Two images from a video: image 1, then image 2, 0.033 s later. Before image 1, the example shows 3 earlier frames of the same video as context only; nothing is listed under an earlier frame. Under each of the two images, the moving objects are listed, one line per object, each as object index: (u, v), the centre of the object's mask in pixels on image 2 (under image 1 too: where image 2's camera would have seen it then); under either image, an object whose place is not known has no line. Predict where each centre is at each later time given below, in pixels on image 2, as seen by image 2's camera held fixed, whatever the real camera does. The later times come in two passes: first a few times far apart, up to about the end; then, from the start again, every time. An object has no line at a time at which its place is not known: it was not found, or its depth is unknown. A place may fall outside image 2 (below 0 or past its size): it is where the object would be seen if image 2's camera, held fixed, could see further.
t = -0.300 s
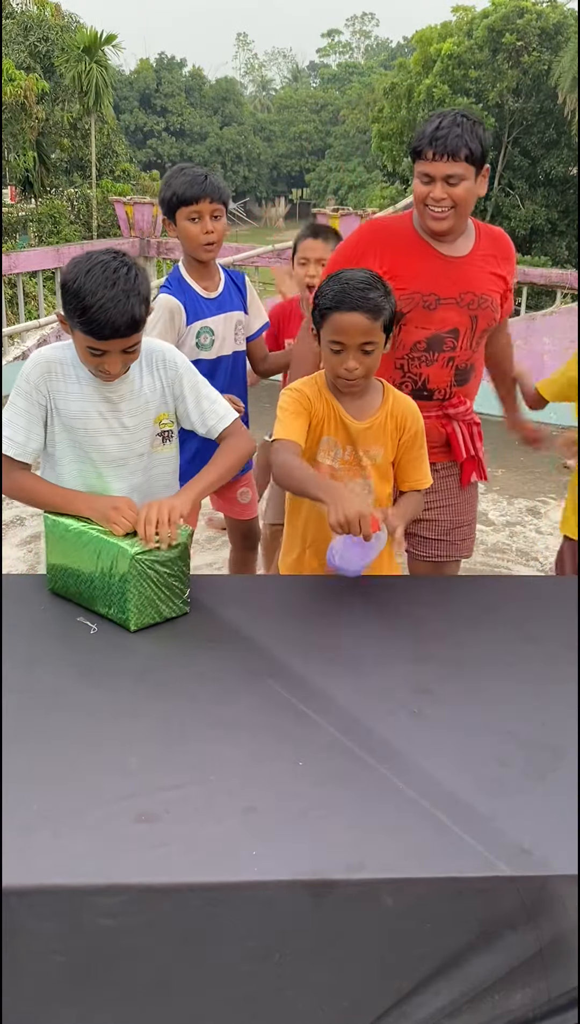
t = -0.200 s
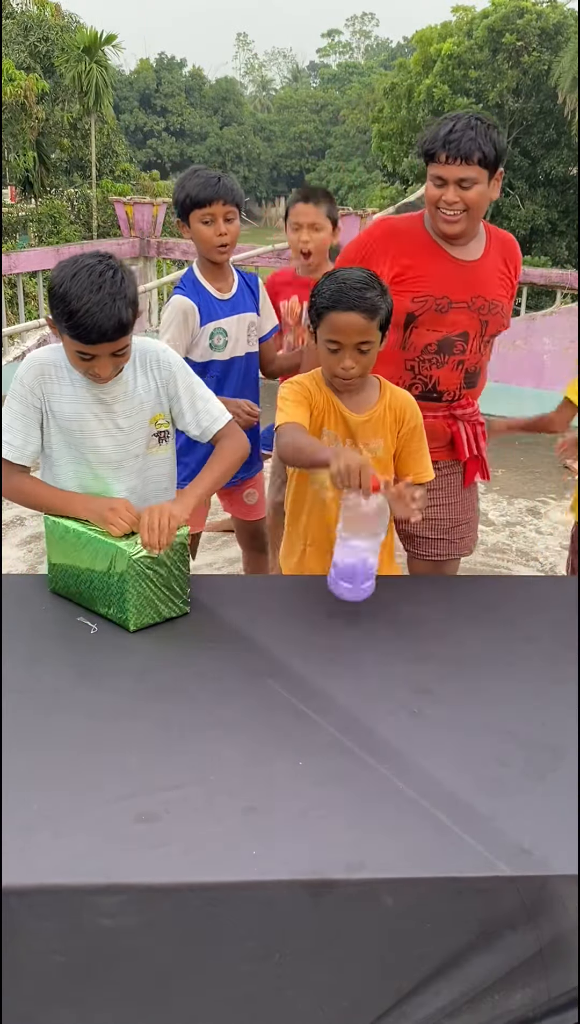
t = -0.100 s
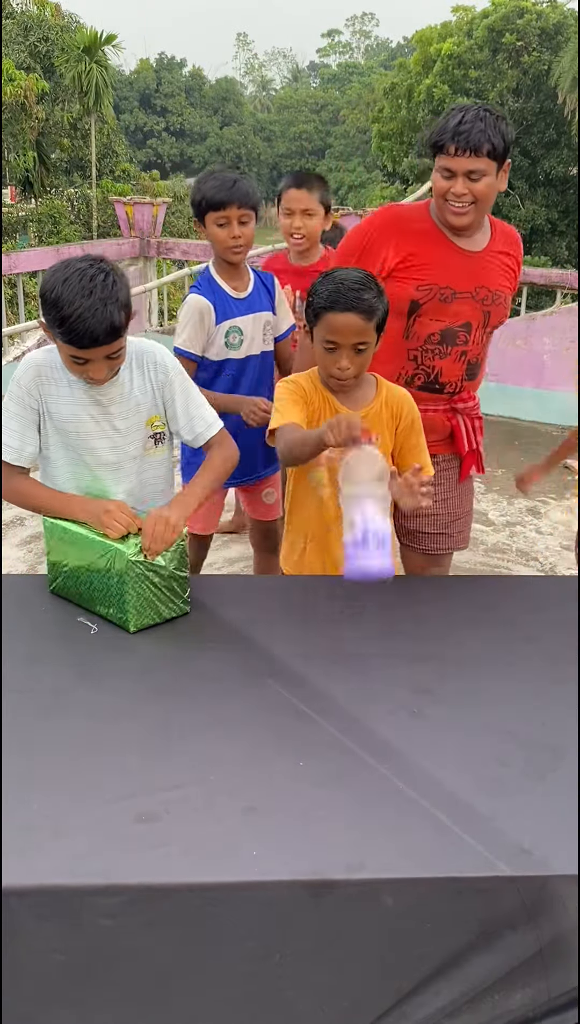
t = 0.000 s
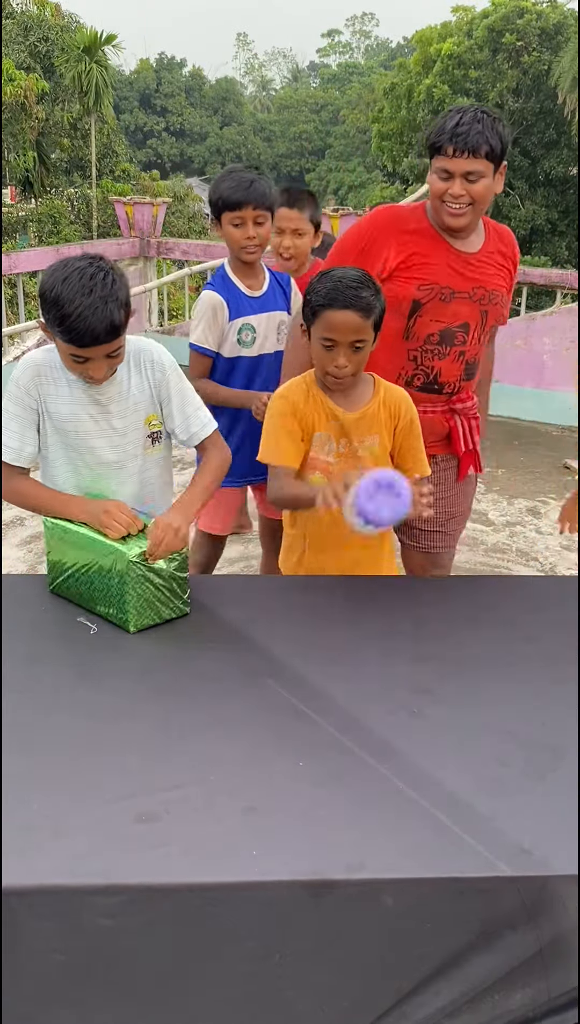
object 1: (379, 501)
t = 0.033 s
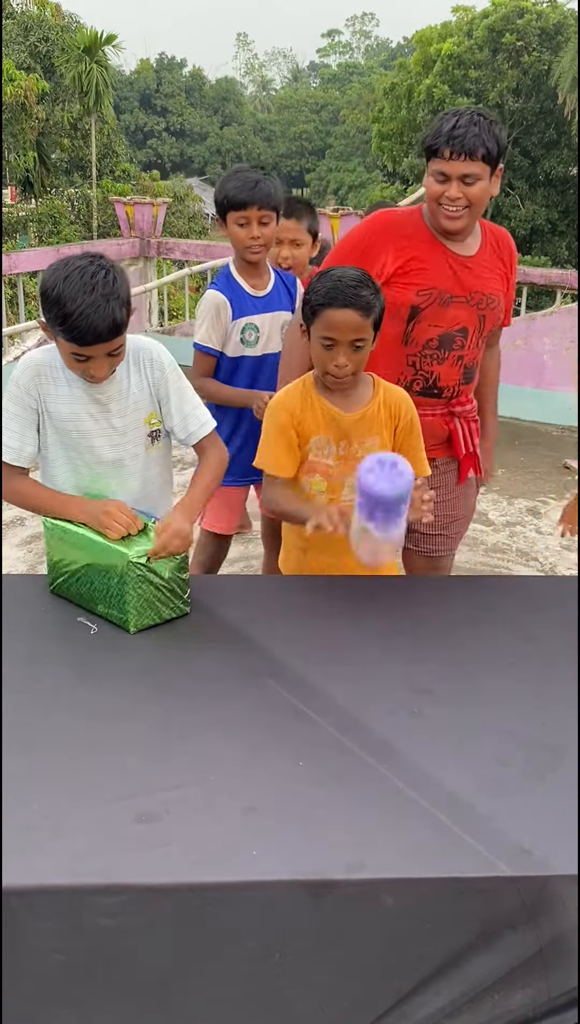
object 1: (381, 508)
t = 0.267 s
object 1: (398, 613)
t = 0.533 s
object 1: (402, 731)
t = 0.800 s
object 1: (416, 732)
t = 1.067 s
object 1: (429, 733)
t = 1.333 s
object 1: (439, 733)
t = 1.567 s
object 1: (445, 734)
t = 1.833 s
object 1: (451, 734)
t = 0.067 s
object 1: (386, 523)
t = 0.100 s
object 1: (391, 534)
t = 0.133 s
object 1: (395, 539)
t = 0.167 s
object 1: (397, 547)
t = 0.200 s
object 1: (399, 558)
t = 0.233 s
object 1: (399, 581)
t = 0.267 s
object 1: (398, 613)
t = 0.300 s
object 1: (396, 652)
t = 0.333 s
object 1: (398, 669)
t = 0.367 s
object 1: (399, 687)
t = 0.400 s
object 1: (399, 706)
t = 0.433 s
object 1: (400, 728)
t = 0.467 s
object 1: (400, 730)
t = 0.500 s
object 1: (401, 731)
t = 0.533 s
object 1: (402, 731)
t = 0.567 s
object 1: (404, 731)
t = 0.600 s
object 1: (406, 731)
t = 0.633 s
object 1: (409, 732)
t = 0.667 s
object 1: (411, 732)
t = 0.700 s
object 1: (412, 732)
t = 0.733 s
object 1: (413, 732)
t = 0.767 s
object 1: (414, 732)
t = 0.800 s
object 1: (416, 732)
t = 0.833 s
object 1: (419, 732)
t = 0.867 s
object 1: (421, 732)
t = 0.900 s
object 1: (423, 733)
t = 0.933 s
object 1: (425, 733)
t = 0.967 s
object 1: (426, 733)
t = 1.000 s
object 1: (427, 732)
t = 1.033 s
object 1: (428, 733)
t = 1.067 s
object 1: (429, 733)
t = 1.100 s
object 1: (431, 733)
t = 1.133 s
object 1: (433, 733)
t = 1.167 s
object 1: (434, 733)
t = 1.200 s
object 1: (435, 733)
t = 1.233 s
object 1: (436, 733)
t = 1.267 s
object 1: (437, 733)
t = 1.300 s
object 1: (438, 733)
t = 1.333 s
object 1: (439, 733)
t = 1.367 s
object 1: (440, 734)
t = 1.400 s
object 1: (441, 734)
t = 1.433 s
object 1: (443, 733)
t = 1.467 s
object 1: (443, 734)
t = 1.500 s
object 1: (444, 734)
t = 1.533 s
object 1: (444, 734)
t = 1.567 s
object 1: (445, 734)
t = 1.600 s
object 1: (446, 734)
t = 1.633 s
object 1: (447, 734)
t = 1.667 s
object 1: (448, 734)
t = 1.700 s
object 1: (449, 734)
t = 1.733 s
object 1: (449, 734)
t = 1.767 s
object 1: (449, 734)
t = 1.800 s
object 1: (450, 734)
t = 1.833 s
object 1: (451, 734)
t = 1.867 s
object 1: (451, 734)
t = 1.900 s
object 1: (452, 734)
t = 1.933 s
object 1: (453, 734)
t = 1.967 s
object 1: (454, 734)
